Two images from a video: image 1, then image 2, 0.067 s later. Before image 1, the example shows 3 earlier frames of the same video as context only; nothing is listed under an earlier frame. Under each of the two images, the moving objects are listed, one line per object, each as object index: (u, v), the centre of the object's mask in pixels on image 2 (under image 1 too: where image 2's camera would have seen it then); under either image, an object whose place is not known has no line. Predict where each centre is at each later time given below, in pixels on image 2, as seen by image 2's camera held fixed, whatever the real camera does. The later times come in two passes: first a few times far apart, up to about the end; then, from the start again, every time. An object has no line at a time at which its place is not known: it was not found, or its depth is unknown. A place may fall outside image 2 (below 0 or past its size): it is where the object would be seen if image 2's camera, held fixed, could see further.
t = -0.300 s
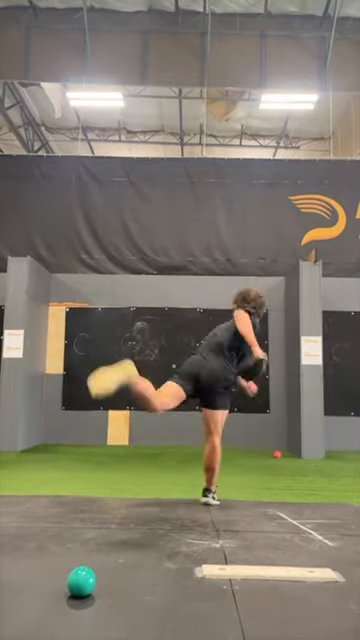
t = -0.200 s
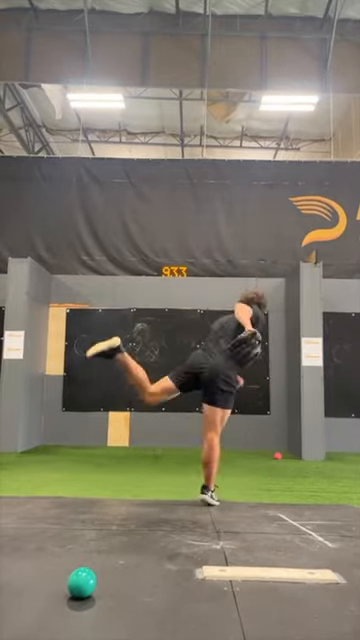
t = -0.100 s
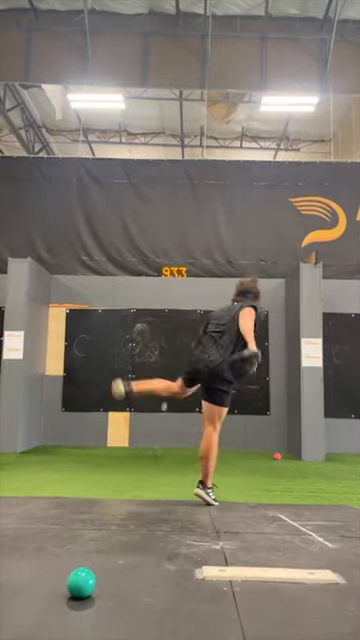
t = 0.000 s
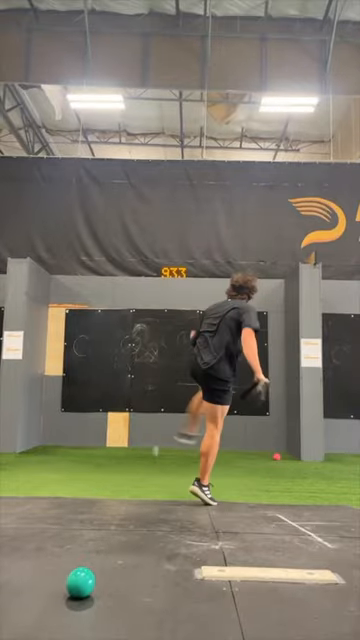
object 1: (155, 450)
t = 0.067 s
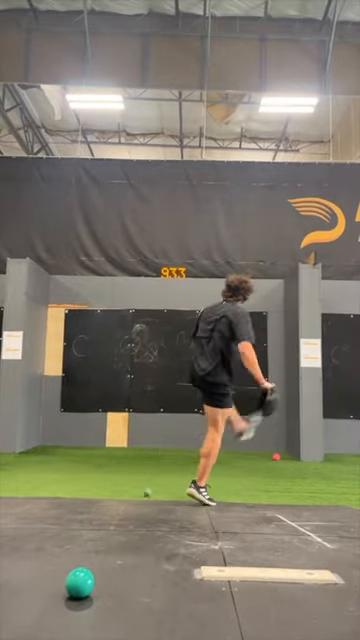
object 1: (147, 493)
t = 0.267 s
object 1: (137, 474)
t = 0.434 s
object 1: (121, 505)
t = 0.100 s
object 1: (147, 487)
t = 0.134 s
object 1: (144, 482)
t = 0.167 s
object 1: (143, 478)
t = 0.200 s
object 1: (141, 476)
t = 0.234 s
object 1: (139, 474)
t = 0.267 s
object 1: (137, 474)
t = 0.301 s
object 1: (136, 476)
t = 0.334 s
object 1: (132, 478)
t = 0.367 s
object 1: (129, 485)
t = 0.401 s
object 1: (125, 493)
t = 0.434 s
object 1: (121, 505)
